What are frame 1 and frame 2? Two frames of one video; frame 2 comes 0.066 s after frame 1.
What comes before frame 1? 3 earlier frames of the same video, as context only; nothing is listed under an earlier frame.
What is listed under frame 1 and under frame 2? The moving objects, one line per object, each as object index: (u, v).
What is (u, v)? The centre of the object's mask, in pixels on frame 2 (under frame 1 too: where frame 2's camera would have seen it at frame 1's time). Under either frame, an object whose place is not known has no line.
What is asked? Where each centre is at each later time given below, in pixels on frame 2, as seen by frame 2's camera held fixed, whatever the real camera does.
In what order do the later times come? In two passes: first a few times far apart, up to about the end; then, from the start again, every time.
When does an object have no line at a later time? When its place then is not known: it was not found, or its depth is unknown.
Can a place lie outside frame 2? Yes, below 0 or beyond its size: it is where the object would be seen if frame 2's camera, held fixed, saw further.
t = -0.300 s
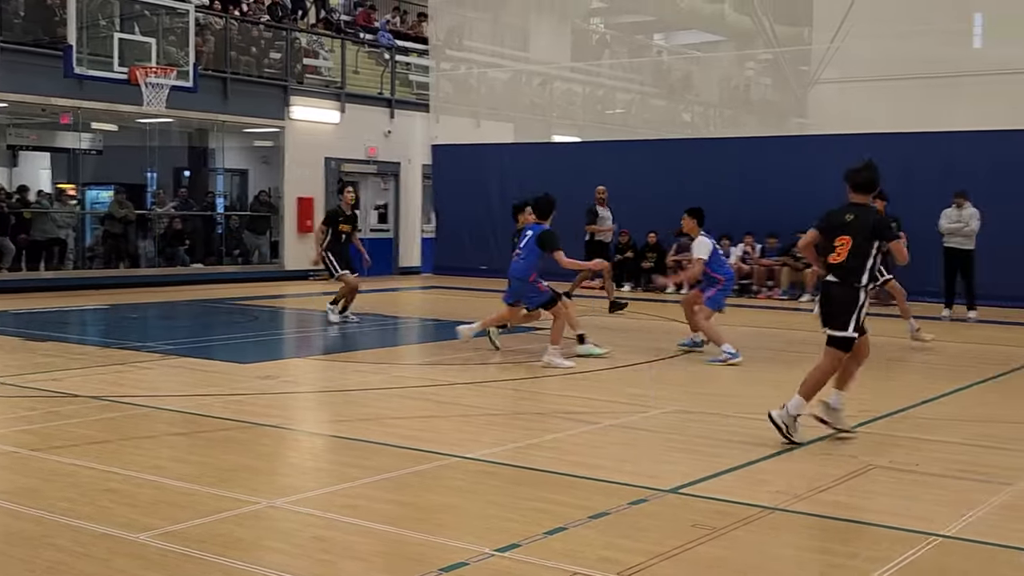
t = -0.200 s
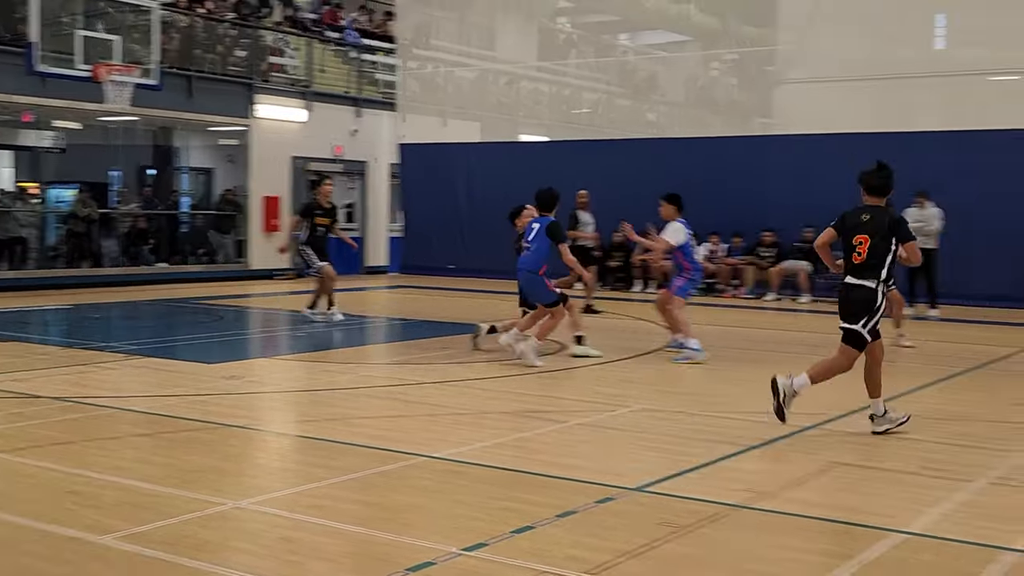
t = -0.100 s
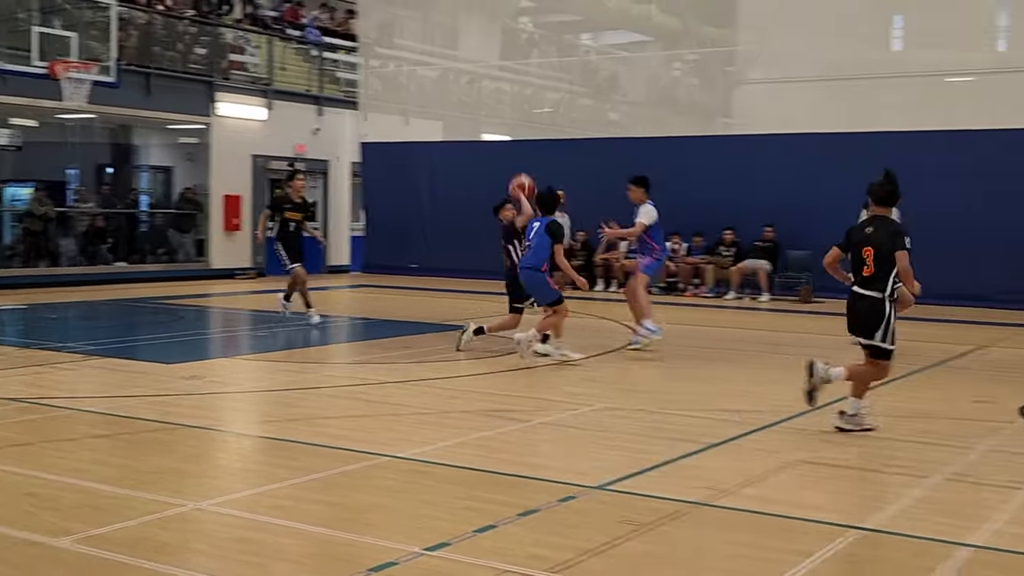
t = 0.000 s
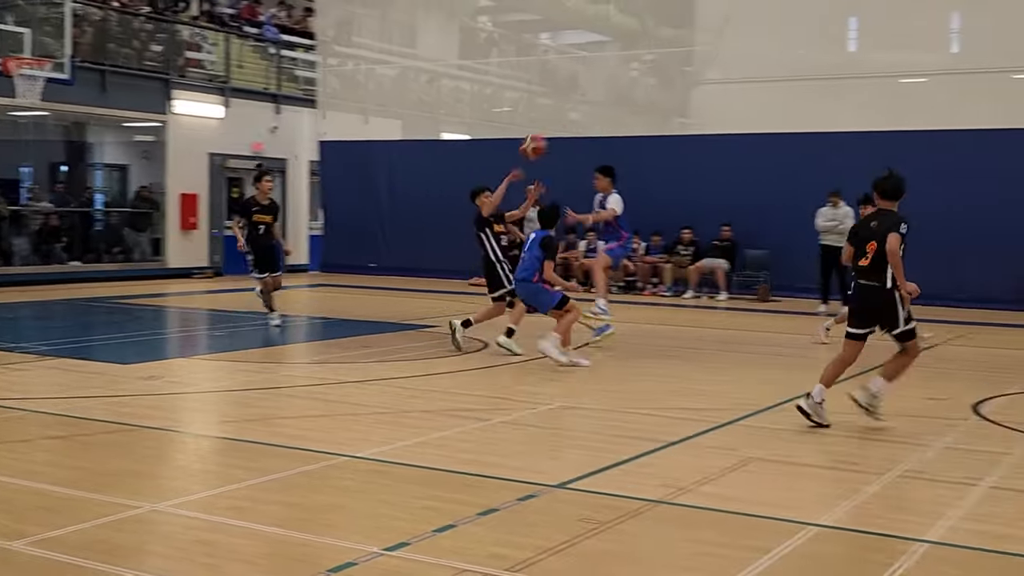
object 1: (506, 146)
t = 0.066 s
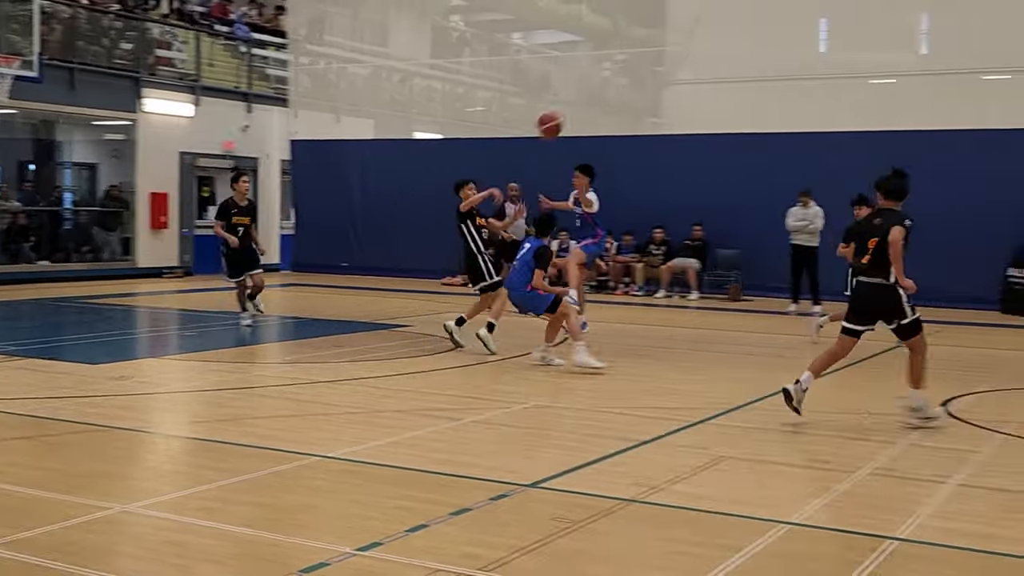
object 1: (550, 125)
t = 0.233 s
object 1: (667, 90)
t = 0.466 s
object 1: (867, 89)
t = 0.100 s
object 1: (572, 115)
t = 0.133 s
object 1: (594, 108)
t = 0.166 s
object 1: (618, 102)
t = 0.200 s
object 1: (643, 95)
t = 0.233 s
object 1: (667, 90)
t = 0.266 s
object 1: (693, 86)
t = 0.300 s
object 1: (720, 83)
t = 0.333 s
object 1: (747, 81)
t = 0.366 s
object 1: (776, 81)
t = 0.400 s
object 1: (805, 82)
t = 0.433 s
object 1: (835, 85)
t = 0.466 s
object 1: (867, 89)
